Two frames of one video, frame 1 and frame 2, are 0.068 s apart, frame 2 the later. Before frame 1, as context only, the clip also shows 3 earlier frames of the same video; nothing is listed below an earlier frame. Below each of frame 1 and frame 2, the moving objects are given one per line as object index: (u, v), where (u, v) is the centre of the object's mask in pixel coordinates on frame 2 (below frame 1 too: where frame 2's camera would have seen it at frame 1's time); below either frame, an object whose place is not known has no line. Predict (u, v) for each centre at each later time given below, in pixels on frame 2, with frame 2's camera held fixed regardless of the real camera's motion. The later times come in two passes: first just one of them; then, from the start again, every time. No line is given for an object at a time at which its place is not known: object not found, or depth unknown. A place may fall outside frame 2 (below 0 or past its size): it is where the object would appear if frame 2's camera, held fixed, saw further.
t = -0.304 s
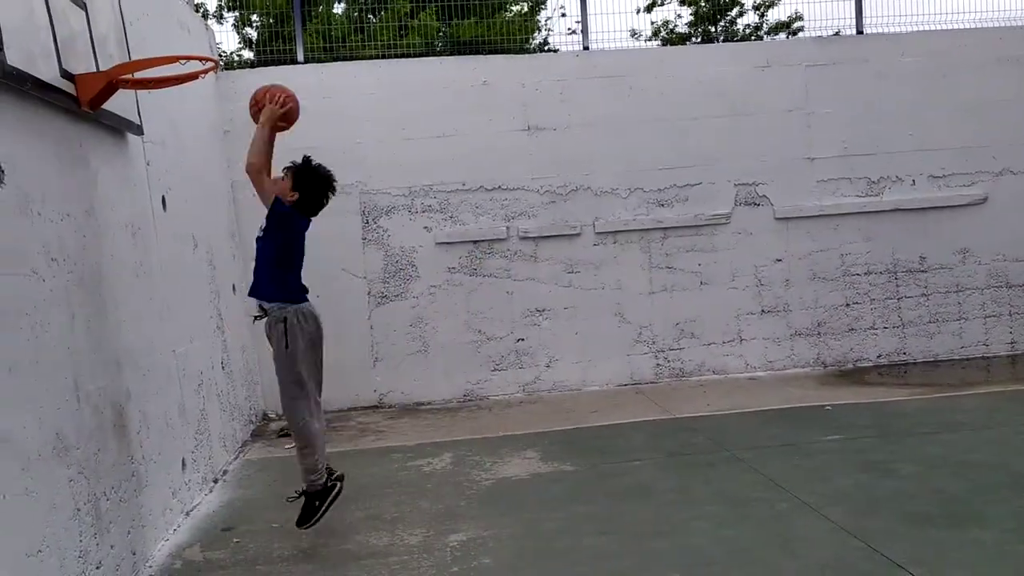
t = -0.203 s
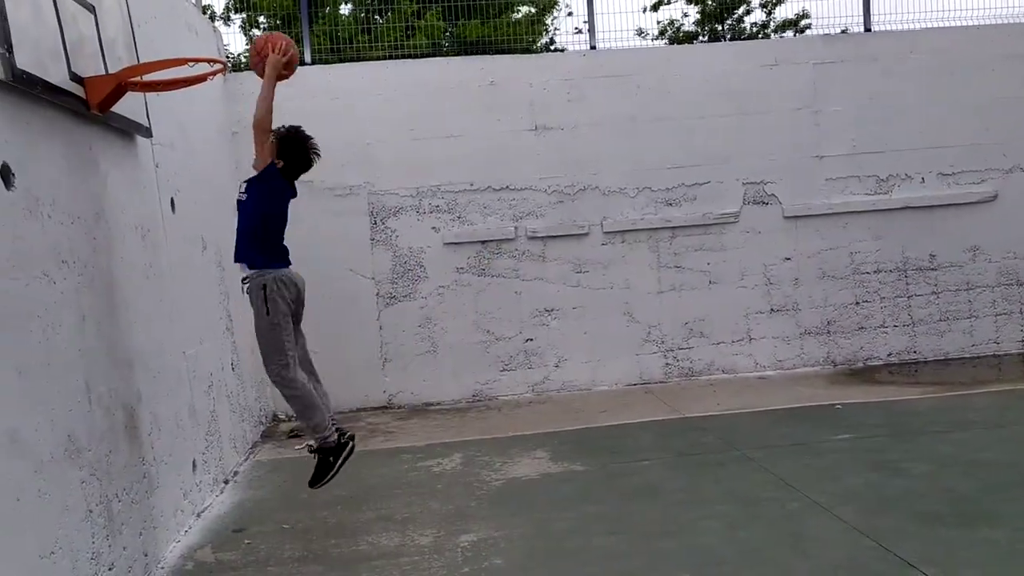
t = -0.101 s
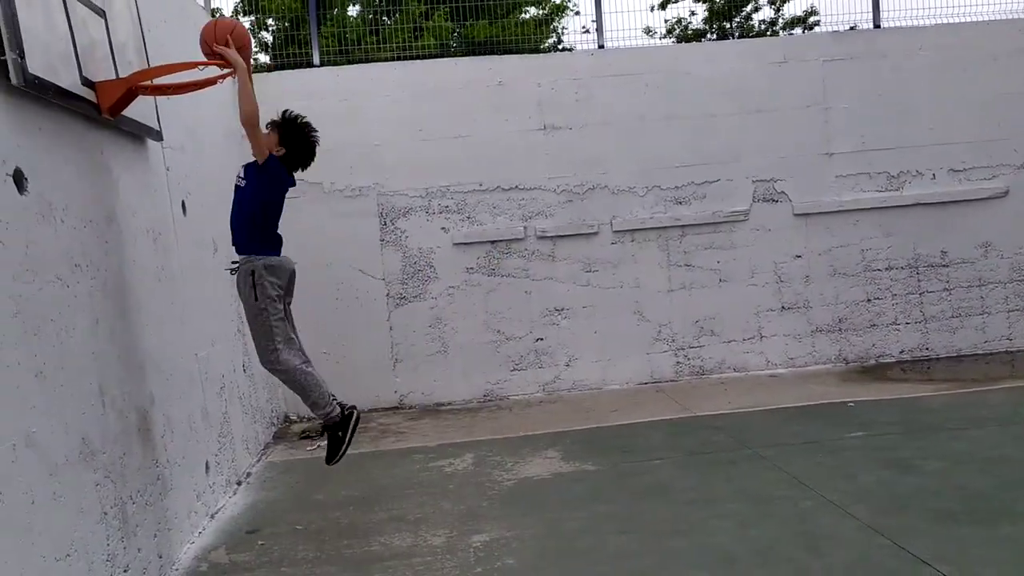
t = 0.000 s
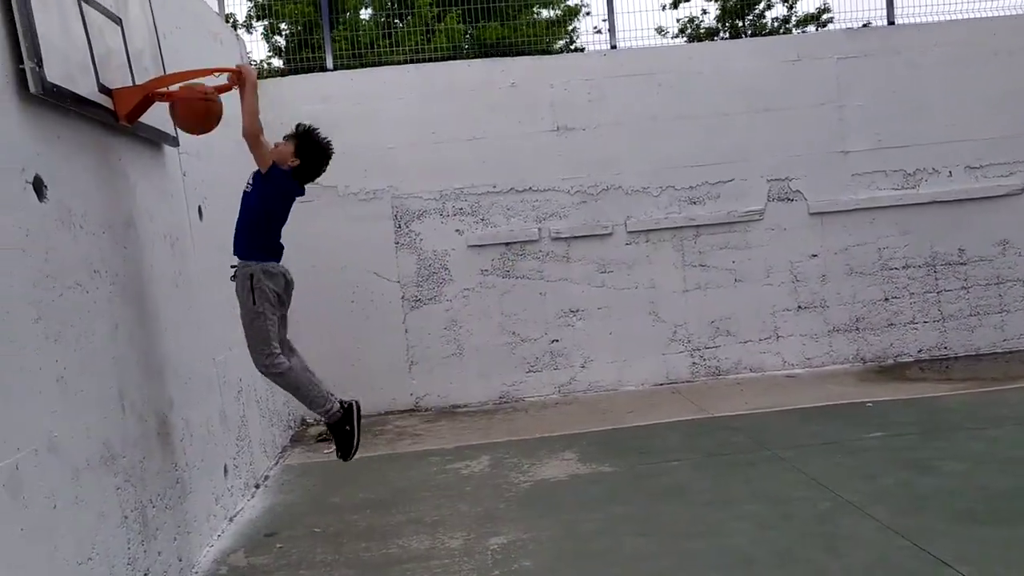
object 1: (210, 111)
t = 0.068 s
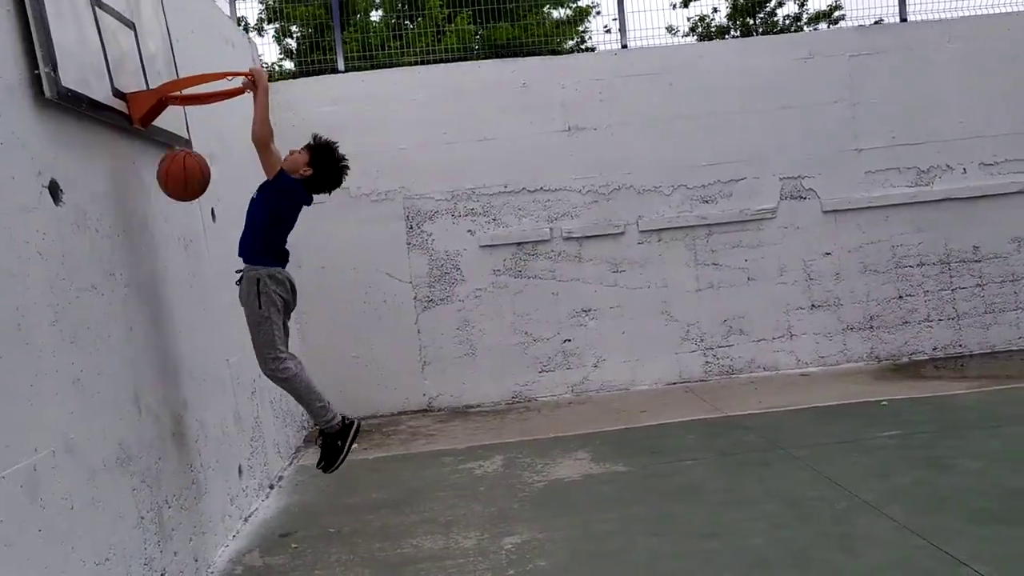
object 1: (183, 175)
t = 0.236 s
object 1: (204, 313)
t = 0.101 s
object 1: (171, 210)
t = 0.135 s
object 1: (158, 249)
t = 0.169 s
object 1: (169, 270)
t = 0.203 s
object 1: (186, 290)
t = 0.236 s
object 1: (204, 313)
